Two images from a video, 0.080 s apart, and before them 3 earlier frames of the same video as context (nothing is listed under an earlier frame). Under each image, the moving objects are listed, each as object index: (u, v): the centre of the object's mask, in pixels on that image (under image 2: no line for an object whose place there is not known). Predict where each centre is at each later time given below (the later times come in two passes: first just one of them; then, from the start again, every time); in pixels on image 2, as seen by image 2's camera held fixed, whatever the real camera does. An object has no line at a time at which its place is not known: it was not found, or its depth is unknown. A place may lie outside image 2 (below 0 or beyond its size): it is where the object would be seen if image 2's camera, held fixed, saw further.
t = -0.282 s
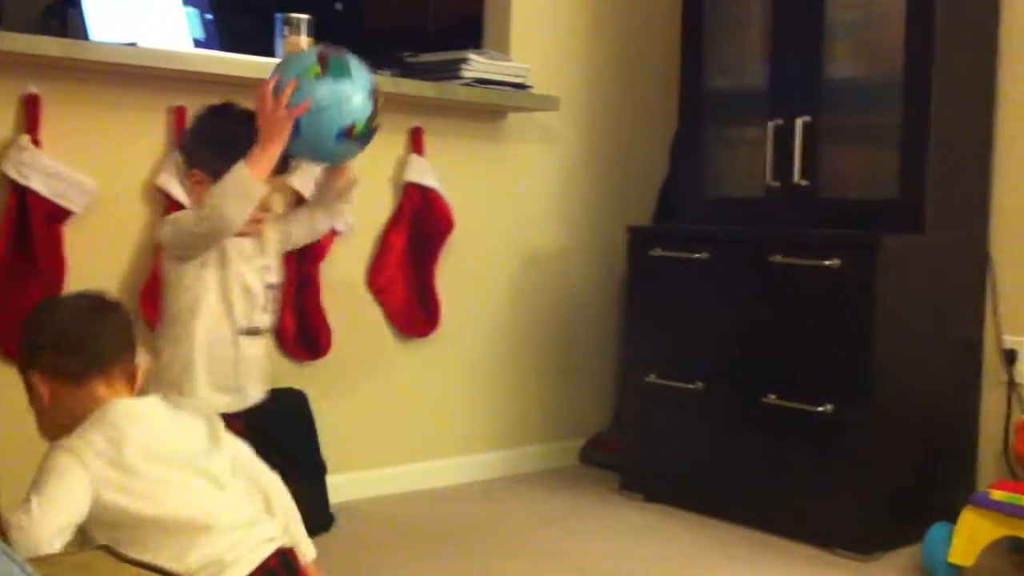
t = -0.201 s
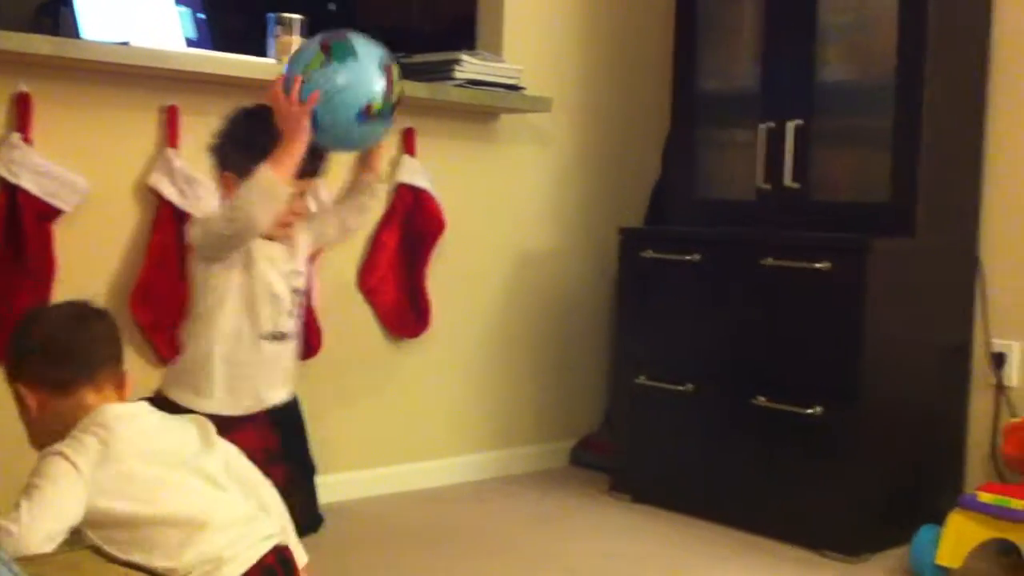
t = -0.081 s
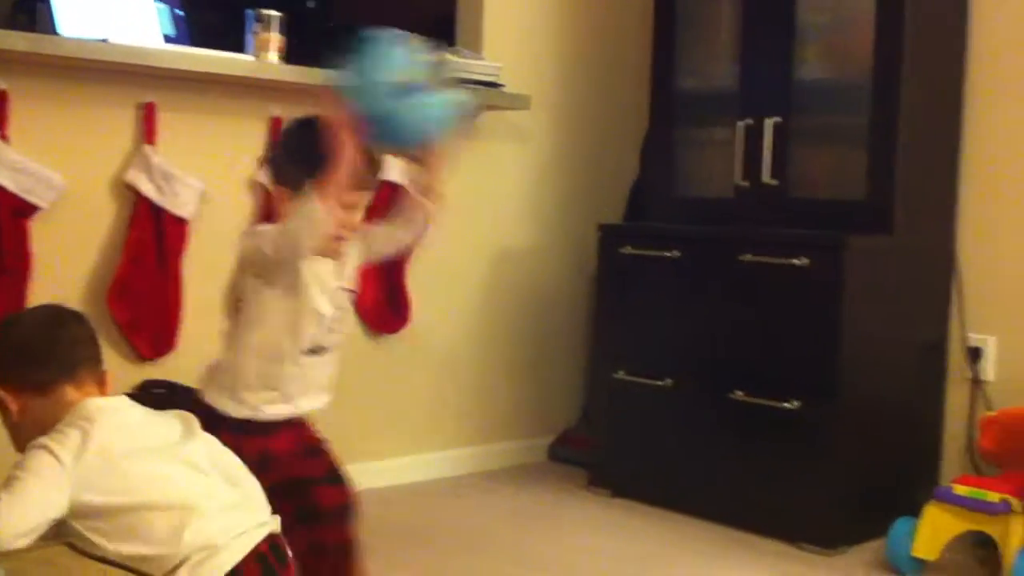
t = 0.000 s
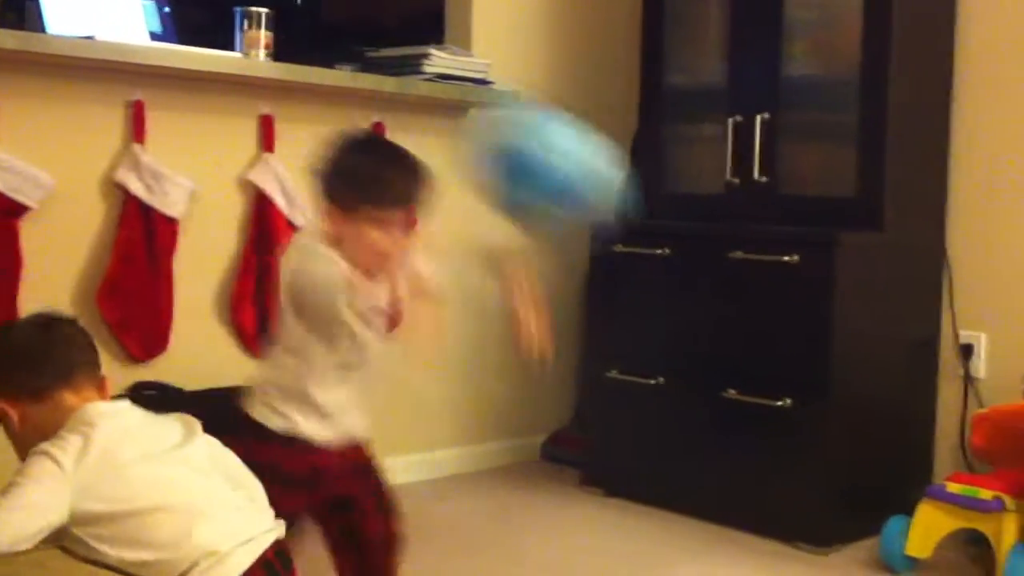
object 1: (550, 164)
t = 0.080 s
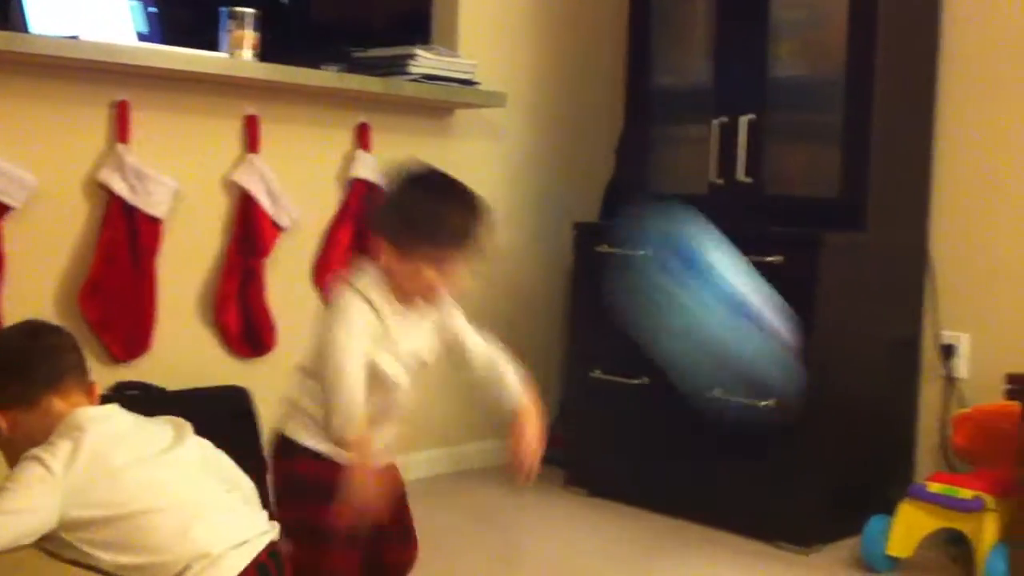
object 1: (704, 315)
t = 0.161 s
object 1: (880, 497)
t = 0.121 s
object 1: (799, 413)
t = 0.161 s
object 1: (880, 497)
